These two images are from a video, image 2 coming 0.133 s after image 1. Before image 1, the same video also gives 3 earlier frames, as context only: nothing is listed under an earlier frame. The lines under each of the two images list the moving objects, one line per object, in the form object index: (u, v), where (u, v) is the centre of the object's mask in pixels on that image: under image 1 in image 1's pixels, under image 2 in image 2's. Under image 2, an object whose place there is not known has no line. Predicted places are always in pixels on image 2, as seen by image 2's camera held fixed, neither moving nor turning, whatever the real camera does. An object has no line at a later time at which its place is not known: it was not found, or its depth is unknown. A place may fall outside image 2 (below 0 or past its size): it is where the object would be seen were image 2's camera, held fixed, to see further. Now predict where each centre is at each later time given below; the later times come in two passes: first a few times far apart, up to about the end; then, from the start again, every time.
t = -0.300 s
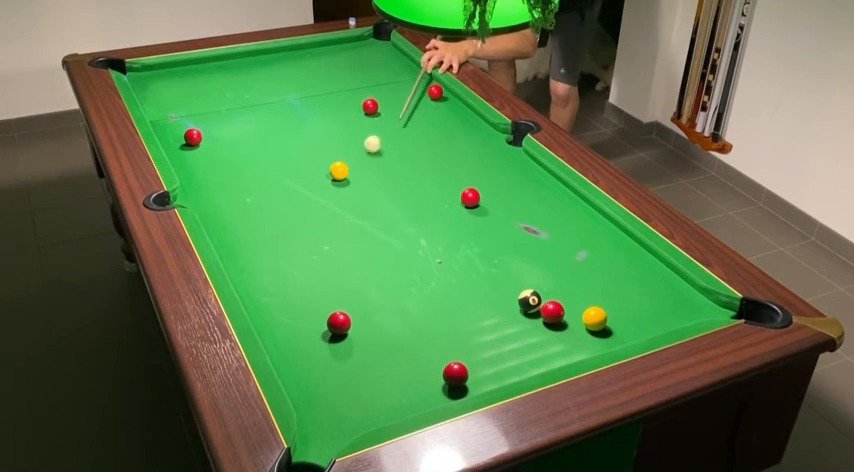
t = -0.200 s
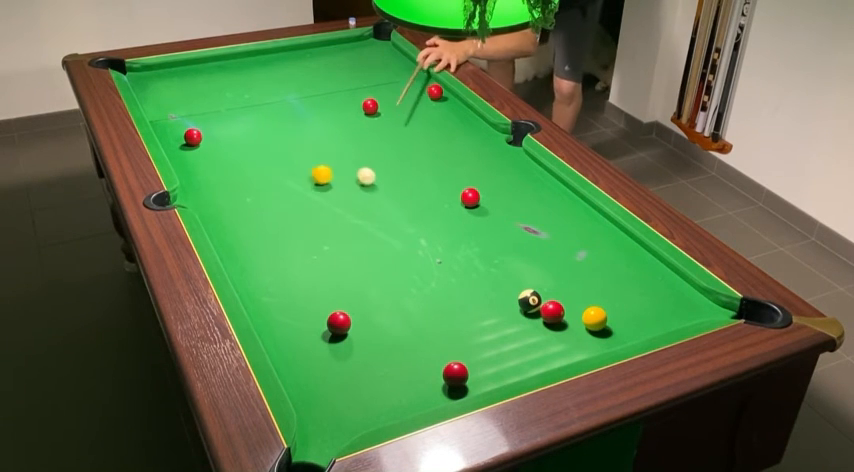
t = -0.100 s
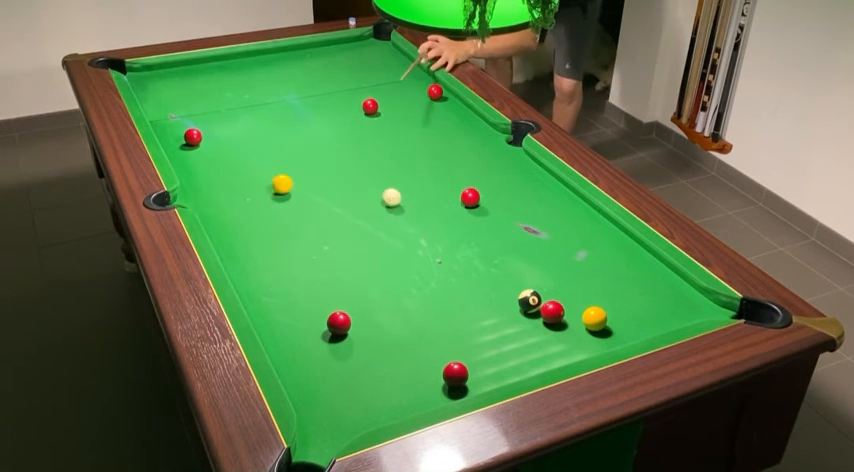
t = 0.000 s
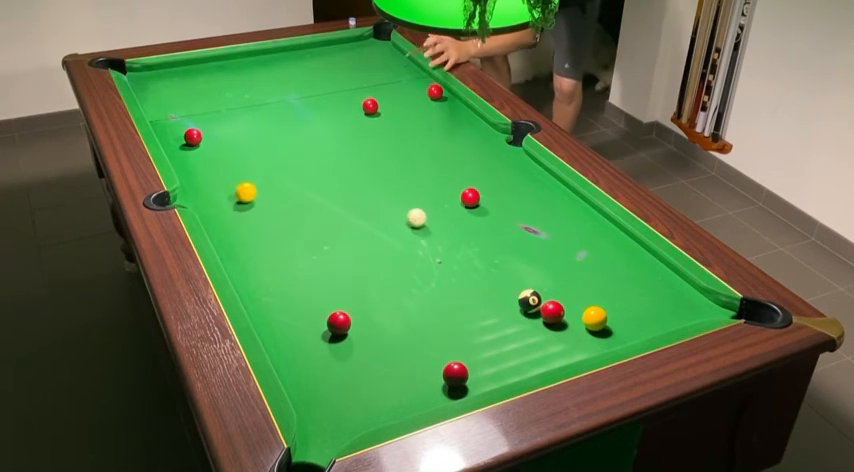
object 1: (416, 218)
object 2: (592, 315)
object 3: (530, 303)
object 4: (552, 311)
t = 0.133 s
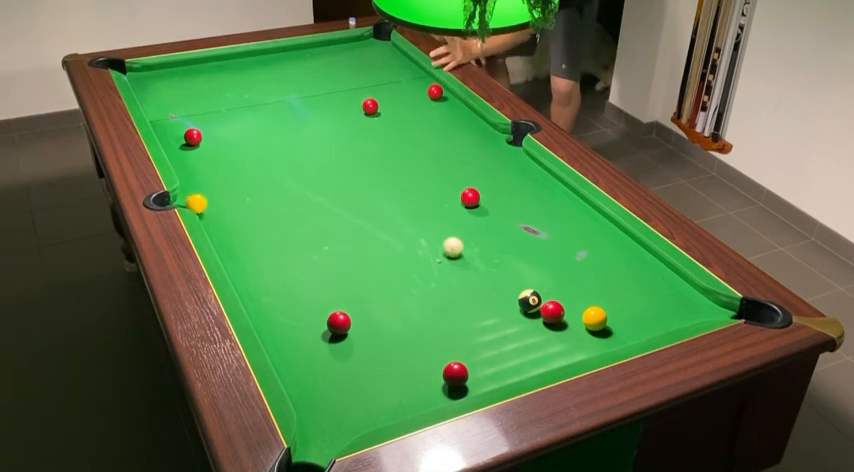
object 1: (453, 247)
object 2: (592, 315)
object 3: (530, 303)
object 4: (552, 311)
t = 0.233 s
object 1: (482, 271)
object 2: (592, 315)
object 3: (530, 302)
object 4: (552, 311)
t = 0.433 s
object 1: (505, 303)
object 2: (599, 315)
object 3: (534, 304)
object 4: (577, 328)
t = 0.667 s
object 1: (507, 328)
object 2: (627, 313)
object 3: (534, 304)
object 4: (584, 338)
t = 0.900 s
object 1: (509, 354)
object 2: (652, 311)
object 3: (534, 304)
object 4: (559, 315)
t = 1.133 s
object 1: (510, 373)
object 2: (674, 309)
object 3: (520, 295)
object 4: (555, 304)
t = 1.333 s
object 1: (506, 367)
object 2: (692, 307)
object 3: (507, 290)
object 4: (556, 297)
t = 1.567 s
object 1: (502, 358)
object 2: (710, 304)
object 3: (494, 284)
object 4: (557, 290)
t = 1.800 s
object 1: (498, 351)
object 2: (724, 305)
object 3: (483, 278)
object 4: (558, 285)
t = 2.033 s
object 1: (494, 345)
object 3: (473, 274)
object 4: (559, 281)
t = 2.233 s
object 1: (491, 340)
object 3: (467, 271)
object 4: (558, 278)
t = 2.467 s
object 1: (488, 337)
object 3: (461, 268)
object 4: (557, 275)
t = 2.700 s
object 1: (487, 335)
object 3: (457, 266)
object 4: (556, 275)
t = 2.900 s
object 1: (487, 334)
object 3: (455, 264)
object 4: (556, 275)
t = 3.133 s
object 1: (487, 334)
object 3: (455, 263)
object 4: (556, 275)
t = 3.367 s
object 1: (487, 334)
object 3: (455, 263)
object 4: (556, 275)
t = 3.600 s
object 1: (487, 334)
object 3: (455, 263)
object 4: (556, 275)
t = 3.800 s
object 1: (487, 334)
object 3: (455, 263)
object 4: (556, 275)
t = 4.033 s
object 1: (487, 334)
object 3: (455, 263)
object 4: (556, 275)
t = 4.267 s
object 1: (487, 334)
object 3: (455, 263)
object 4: (556, 275)
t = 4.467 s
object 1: (488, 334)
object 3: (455, 263)
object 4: (556, 275)
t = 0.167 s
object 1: (462, 255)
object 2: (592, 315)
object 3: (530, 302)
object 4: (552, 311)
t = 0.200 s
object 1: (472, 263)
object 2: (592, 315)
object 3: (530, 302)
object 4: (552, 311)
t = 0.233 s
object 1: (482, 271)
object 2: (592, 315)
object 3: (530, 302)
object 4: (552, 311)
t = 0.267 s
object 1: (493, 280)
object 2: (592, 315)
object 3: (530, 302)
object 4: (552, 311)
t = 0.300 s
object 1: (503, 288)
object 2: (592, 315)
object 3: (530, 302)
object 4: (552, 311)
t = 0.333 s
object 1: (509, 294)
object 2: (592, 315)
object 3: (533, 304)
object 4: (554, 312)
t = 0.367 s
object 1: (506, 296)
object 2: (592, 315)
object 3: (533, 305)
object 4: (565, 318)
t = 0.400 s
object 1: (505, 299)
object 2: (594, 315)
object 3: (534, 304)
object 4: (573, 323)
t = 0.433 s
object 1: (505, 303)
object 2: (599, 315)
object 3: (534, 304)
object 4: (577, 328)
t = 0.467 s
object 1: (506, 306)
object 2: (603, 314)
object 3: (534, 304)
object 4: (581, 333)
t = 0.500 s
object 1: (506, 310)
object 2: (607, 314)
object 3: (534, 304)
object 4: (586, 338)
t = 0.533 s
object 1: (506, 313)
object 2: (611, 314)
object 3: (534, 304)
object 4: (590, 342)
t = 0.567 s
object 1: (507, 317)
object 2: (615, 313)
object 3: (534, 304)
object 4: (594, 345)
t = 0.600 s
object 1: (507, 321)
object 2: (619, 313)
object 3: (534, 304)
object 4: (591, 344)
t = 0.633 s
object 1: (507, 324)
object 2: (623, 313)
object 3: (534, 304)
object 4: (587, 342)
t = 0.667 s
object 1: (507, 328)
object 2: (627, 313)
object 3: (534, 304)
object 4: (584, 338)
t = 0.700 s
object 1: (508, 332)
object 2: (630, 313)
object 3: (534, 304)
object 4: (580, 335)
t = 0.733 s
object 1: (508, 335)
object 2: (634, 312)
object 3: (534, 304)
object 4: (576, 331)
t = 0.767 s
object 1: (508, 339)
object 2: (638, 312)
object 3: (534, 304)
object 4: (573, 328)
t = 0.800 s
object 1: (508, 343)
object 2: (642, 312)
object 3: (534, 304)
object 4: (569, 325)
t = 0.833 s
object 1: (509, 346)
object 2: (645, 312)
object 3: (534, 304)
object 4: (565, 322)
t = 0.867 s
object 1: (509, 350)
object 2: (648, 311)
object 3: (534, 304)
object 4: (562, 318)
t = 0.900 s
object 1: (509, 354)
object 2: (652, 311)
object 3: (534, 304)
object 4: (559, 315)
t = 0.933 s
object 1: (510, 357)
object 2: (655, 311)
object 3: (534, 304)
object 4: (555, 312)
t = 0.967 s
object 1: (510, 361)
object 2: (659, 310)
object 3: (532, 304)
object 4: (554, 310)
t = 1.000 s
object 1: (510, 365)
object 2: (662, 310)
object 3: (530, 302)
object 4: (554, 309)
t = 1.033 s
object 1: (510, 368)
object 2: (665, 310)
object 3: (527, 300)
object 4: (554, 307)
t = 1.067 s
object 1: (510, 371)
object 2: (668, 309)
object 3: (525, 299)
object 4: (554, 306)
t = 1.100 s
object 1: (510, 373)
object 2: (671, 309)
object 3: (522, 297)
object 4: (554, 305)
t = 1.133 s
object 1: (510, 373)
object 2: (674, 309)
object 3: (520, 295)
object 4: (555, 304)
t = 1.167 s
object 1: (509, 372)
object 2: (677, 308)
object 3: (517, 294)
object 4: (555, 303)
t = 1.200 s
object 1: (508, 372)
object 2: (680, 308)
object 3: (515, 294)
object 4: (555, 301)
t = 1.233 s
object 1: (508, 371)
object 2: (683, 307)
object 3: (513, 293)
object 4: (555, 300)
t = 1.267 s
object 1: (507, 370)
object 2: (686, 307)
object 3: (511, 292)
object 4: (555, 299)
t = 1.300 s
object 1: (507, 369)
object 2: (688, 307)
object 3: (508, 291)
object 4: (555, 298)
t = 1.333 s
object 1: (506, 367)
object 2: (692, 307)
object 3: (507, 290)
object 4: (556, 297)
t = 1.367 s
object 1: (506, 366)
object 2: (694, 306)
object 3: (505, 289)
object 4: (556, 296)
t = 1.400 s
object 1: (505, 364)
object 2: (697, 306)
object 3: (502, 290)
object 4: (556, 295)
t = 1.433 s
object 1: (505, 363)
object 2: (700, 306)
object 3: (501, 289)
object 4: (556, 294)
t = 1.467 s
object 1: (504, 362)
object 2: (702, 305)
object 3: (499, 287)
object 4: (556, 293)
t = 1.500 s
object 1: (503, 361)
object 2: (705, 305)
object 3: (497, 286)
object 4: (556, 292)
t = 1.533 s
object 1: (502, 359)
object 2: (707, 305)
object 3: (495, 285)
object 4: (557, 291)
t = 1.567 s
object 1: (502, 358)
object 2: (710, 304)
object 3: (494, 284)
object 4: (557, 290)
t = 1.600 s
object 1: (501, 357)
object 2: (712, 304)
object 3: (492, 283)
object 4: (557, 289)
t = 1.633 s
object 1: (501, 356)
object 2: (715, 304)
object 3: (490, 282)
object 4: (557, 289)
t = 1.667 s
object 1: (500, 355)
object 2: (717, 304)
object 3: (489, 281)
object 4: (557, 288)
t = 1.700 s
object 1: (499, 354)
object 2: (719, 303)
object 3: (487, 281)
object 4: (557, 287)
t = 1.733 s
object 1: (499, 353)
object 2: (722, 303)
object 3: (486, 280)
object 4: (558, 286)
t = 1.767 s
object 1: (499, 352)
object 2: (723, 304)
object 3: (484, 279)
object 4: (558, 286)
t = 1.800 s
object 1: (498, 351)
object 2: (724, 305)
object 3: (483, 278)
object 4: (558, 285)
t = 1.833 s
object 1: (497, 350)
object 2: (725, 306)
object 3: (481, 278)
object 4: (558, 284)
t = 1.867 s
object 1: (497, 349)
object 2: (726, 306)
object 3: (479, 277)
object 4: (558, 284)
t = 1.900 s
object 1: (496, 348)
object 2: (727, 307)
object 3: (478, 277)
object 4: (558, 283)
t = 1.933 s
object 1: (496, 347)
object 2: (729, 308)
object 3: (477, 276)
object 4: (558, 283)
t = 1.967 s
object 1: (495, 346)
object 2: (731, 309)
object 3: (475, 275)
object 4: (558, 282)
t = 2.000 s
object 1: (494, 345)
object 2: (733, 310)
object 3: (474, 275)
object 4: (558, 281)
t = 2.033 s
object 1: (494, 345)
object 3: (473, 274)
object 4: (559, 281)
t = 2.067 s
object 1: (493, 344)
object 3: (472, 274)
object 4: (559, 280)
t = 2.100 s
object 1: (493, 343)
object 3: (470, 273)
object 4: (559, 280)
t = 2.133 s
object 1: (492, 342)
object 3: (469, 273)
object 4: (559, 279)
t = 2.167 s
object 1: (492, 341)
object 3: (468, 272)
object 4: (559, 279)
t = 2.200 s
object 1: (491, 341)
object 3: (467, 271)
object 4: (558, 279)
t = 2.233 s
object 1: (491, 340)
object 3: (467, 271)
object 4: (558, 278)
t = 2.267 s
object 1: (491, 340)
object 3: (465, 271)
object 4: (558, 278)
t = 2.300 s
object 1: (490, 339)
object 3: (465, 270)
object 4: (558, 277)
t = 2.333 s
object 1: (490, 338)
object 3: (464, 269)
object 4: (558, 277)
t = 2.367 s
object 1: (489, 338)
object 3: (463, 269)
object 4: (558, 276)
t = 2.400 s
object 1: (489, 338)
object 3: (462, 269)
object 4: (558, 276)
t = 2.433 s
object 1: (489, 337)
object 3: (462, 268)
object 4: (558, 276)
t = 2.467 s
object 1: (488, 337)
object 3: (461, 268)
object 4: (557, 275)
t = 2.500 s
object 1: (488, 337)
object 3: (460, 267)
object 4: (557, 275)
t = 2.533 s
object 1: (488, 336)
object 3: (460, 267)
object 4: (557, 275)
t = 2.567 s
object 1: (488, 336)
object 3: (459, 267)
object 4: (557, 275)
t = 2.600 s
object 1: (488, 336)
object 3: (459, 266)
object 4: (557, 275)
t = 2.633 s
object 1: (488, 335)
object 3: (458, 266)
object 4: (557, 275)
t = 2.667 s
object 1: (487, 335)
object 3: (457, 266)
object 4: (556, 275)
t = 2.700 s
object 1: (487, 335)
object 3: (457, 266)
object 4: (556, 275)
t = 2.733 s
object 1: (487, 335)
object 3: (456, 265)
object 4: (556, 275)
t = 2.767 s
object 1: (487, 334)
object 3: (456, 265)
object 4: (556, 275)
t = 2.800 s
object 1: (487, 334)
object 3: (456, 265)
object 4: (556, 274)
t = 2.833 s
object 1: (487, 334)
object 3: (455, 264)
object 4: (556, 275)
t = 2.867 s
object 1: (487, 334)
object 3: (455, 264)
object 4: (556, 274)
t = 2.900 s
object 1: (487, 334)
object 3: (455, 264)
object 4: (556, 275)
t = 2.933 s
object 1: (487, 334)
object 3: (455, 264)
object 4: (556, 274)
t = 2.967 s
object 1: (487, 334)
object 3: (455, 264)
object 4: (556, 275)
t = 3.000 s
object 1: (487, 334)
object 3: (455, 264)
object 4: (556, 275)
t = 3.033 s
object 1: (487, 334)
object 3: (455, 263)
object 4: (556, 275)
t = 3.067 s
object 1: (487, 334)
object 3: (455, 263)
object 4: (556, 275)
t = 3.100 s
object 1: (487, 334)
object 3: (455, 263)
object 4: (556, 275)
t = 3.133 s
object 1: (487, 334)
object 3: (455, 263)
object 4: (556, 275)
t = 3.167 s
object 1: (487, 334)
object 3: (455, 263)
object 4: (556, 275)
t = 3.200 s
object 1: (487, 334)
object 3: (455, 263)
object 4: (556, 275)
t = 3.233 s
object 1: (487, 334)
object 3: (455, 263)
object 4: (556, 275)
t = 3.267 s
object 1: (487, 334)
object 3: (455, 263)
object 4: (556, 275)
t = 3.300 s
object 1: (487, 334)
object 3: (455, 263)
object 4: (556, 275)
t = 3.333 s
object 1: (487, 334)
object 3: (455, 263)
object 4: (556, 275)
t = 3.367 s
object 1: (487, 334)
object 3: (455, 263)
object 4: (556, 275)
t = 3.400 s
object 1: (487, 334)
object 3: (455, 263)
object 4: (556, 275)
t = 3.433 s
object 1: (487, 334)
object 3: (455, 263)
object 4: (556, 275)
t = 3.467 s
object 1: (487, 334)
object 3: (455, 263)
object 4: (556, 275)
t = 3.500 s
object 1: (487, 334)
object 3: (455, 263)
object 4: (556, 275)
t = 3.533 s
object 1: (487, 334)
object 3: (455, 263)
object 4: (556, 275)
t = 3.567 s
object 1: (487, 334)
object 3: (455, 263)
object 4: (556, 275)
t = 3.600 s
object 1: (487, 334)
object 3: (455, 263)
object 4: (556, 275)
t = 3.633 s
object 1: (487, 334)
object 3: (455, 263)
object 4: (556, 275)
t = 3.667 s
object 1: (487, 334)
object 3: (455, 263)
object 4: (556, 275)
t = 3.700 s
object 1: (487, 334)
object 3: (455, 263)
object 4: (556, 275)
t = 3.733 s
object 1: (487, 334)
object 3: (455, 263)
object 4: (556, 275)
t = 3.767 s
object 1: (487, 334)
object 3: (455, 263)
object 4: (556, 275)
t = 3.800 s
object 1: (487, 334)
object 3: (455, 263)
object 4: (556, 275)
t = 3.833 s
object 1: (487, 334)
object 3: (455, 263)
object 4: (556, 275)
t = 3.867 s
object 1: (487, 334)
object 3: (455, 263)
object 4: (556, 275)
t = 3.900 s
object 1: (487, 334)
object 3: (455, 263)
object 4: (556, 275)
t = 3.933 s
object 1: (487, 334)
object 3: (455, 263)
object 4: (556, 275)
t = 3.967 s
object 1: (487, 334)
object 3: (455, 263)
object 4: (556, 275)
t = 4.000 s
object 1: (487, 334)
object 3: (455, 263)
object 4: (556, 275)
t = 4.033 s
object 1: (487, 334)
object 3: (455, 263)
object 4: (556, 275)
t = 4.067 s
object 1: (487, 334)
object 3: (455, 263)
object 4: (556, 275)
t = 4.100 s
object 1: (487, 334)
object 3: (455, 263)
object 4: (556, 275)
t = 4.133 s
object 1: (488, 334)
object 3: (455, 263)
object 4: (556, 275)
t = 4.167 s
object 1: (487, 334)
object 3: (455, 263)
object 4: (556, 275)
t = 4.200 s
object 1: (488, 334)
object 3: (455, 263)
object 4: (556, 275)
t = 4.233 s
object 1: (487, 334)
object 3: (455, 263)
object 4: (556, 275)
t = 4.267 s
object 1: (487, 334)
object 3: (455, 263)
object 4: (556, 275)
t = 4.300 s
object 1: (488, 334)
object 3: (455, 263)
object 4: (556, 275)
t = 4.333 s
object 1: (488, 334)
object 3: (455, 263)
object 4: (556, 275)
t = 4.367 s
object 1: (488, 334)
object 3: (455, 263)
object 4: (556, 275)
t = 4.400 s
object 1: (488, 334)
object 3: (455, 263)
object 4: (556, 275)
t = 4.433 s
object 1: (488, 334)
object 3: (455, 263)
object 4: (556, 275)
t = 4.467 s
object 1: (488, 334)
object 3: (455, 263)
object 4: (556, 275)
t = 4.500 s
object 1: (488, 334)
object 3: (455, 263)
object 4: (556, 275)
